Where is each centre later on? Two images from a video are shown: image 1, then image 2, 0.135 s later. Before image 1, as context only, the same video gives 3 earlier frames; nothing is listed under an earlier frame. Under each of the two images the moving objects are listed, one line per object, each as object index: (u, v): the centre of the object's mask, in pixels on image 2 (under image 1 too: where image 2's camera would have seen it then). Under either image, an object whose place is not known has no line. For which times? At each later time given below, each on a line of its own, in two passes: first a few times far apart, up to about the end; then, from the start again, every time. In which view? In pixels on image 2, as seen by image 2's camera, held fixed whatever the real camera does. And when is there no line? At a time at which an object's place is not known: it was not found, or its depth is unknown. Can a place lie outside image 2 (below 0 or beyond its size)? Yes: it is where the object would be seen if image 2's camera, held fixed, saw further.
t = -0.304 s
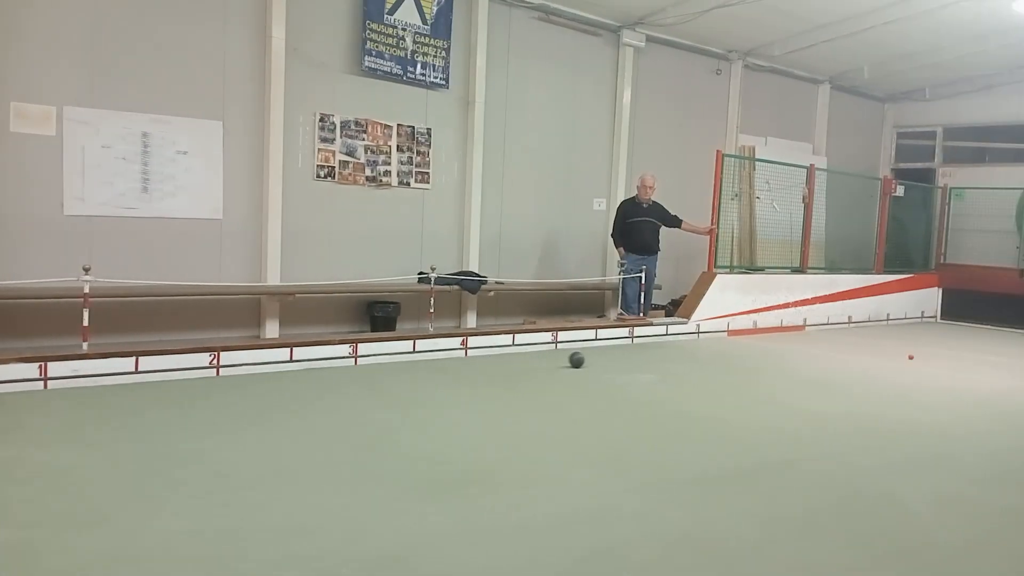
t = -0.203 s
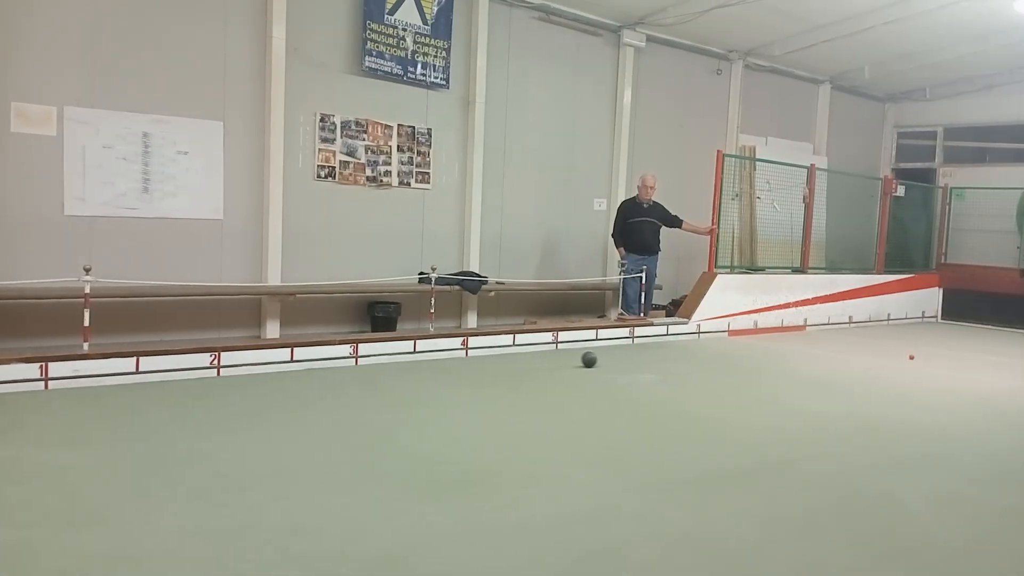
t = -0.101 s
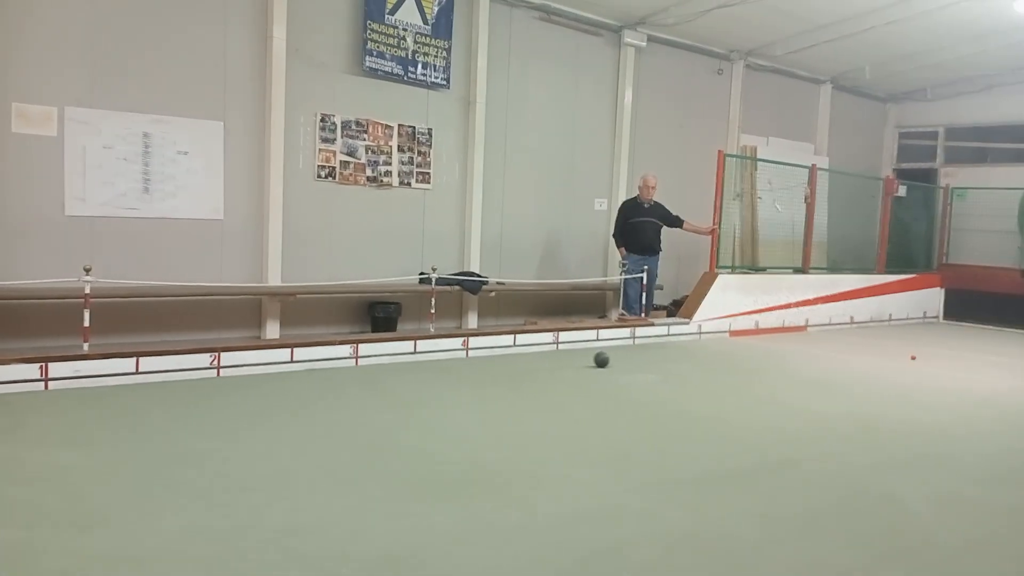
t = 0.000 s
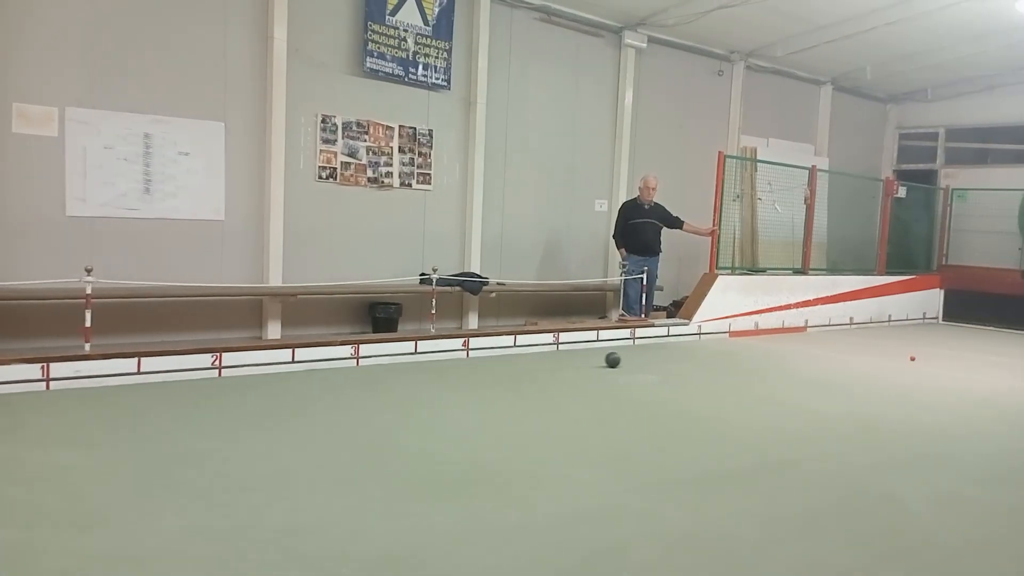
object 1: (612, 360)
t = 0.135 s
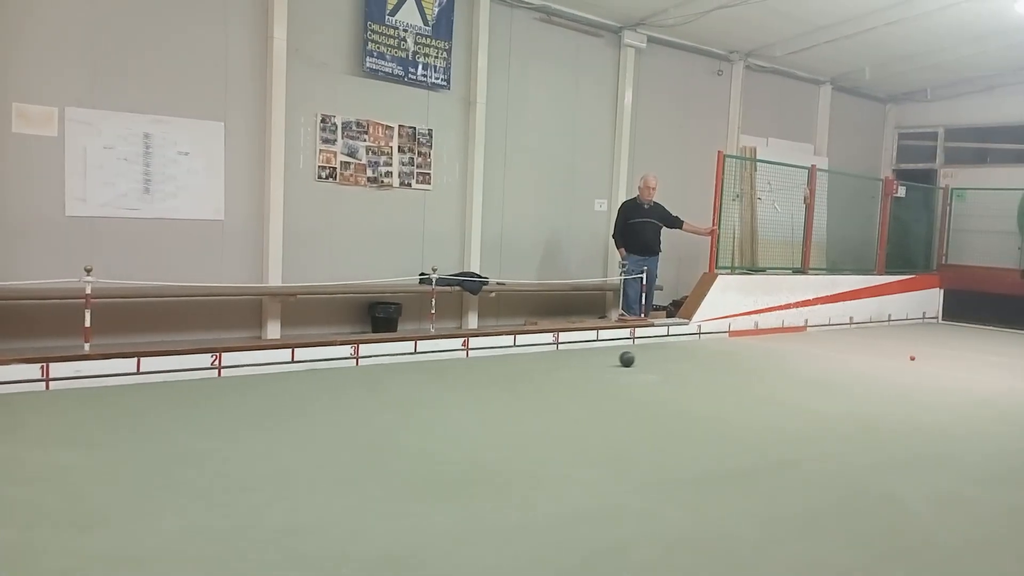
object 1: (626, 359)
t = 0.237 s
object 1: (637, 359)
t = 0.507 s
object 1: (663, 358)
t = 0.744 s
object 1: (685, 357)
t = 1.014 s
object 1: (709, 357)
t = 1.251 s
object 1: (728, 356)
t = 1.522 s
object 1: (748, 355)
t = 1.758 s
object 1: (765, 355)
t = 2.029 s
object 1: (784, 355)
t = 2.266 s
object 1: (799, 354)
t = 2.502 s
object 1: (813, 354)
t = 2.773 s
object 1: (829, 354)
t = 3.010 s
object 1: (842, 354)
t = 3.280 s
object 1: (856, 354)
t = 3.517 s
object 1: (868, 354)
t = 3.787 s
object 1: (880, 353)
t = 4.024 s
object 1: (890, 353)
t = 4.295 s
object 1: (901, 353)
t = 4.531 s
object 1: (909, 353)
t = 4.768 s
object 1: (917, 353)
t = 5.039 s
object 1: (924, 353)
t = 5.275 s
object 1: (930, 353)
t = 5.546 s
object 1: (936, 353)
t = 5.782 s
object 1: (942, 352)
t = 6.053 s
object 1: (944, 352)
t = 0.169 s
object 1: (630, 359)
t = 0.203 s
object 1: (633, 359)
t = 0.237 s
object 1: (637, 359)
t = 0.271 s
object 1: (640, 359)
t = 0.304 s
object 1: (644, 358)
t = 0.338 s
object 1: (647, 358)
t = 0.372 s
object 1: (651, 358)
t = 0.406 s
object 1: (654, 358)
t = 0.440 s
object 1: (657, 358)
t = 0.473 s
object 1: (660, 358)
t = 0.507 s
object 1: (663, 358)
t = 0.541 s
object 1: (667, 358)
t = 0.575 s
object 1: (670, 358)
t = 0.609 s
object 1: (673, 358)
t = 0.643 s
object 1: (676, 358)
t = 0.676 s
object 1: (679, 358)
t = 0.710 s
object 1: (682, 357)
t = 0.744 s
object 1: (685, 357)
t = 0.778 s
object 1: (688, 357)
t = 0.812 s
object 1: (691, 357)
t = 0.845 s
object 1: (694, 357)
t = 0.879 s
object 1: (697, 357)
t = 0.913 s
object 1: (700, 357)
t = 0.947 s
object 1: (703, 357)
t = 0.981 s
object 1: (706, 357)
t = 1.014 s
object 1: (709, 357)
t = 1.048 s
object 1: (712, 356)
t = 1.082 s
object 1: (714, 356)
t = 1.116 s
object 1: (717, 356)
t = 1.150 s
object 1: (720, 356)
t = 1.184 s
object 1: (722, 356)
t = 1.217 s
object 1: (725, 356)
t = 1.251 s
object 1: (728, 356)
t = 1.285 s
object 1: (730, 356)
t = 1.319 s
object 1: (733, 356)
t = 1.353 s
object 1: (735, 356)
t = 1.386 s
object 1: (738, 356)
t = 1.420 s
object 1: (740, 356)
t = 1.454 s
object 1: (743, 356)
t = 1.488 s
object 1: (745, 355)
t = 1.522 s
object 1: (748, 355)
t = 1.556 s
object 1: (750, 355)
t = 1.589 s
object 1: (753, 356)
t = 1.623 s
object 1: (755, 355)
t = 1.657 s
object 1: (758, 355)
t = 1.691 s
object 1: (760, 355)
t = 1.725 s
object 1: (763, 355)
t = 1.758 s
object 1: (765, 355)
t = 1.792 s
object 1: (767, 355)
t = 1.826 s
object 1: (770, 355)
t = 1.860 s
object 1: (772, 355)
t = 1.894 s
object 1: (774, 355)
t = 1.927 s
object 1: (777, 355)
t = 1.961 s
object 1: (779, 355)
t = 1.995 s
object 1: (781, 355)
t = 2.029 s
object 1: (784, 355)
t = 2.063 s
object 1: (786, 355)
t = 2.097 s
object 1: (788, 355)
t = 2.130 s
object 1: (790, 355)
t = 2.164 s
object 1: (792, 355)
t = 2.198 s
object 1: (795, 354)
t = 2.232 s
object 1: (797, 354)
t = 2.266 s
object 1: (799, 354)
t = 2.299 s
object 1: (801, 354)
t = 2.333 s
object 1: (803, 354)
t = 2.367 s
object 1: (805, 354)
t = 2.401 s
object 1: (807, 354)
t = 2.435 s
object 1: (809, 354)
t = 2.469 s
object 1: (811, 354)
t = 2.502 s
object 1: (813, 354)
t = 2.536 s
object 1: (816, 354)
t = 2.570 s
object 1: (818, 354)
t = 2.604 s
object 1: (820, 354)
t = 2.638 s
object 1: (821, 354)
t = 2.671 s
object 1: (823, 354)
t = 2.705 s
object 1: (825, 354)
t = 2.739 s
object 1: (827, 354)
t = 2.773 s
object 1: (829, 354)
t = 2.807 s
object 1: (831, 354)
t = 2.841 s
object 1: (833, 354)
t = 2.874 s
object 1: (835, 354)
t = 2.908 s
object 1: (837, 354)
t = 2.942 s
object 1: (839, 354)
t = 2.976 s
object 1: (840, 354)
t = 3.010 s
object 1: (842, 354)
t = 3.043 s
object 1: (844, 354)
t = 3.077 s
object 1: (846, 354)
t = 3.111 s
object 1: (848, 354)
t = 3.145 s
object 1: (849, 354)
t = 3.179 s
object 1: (851, 354)
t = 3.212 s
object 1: (853, 354)
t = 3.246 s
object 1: (855, 354)
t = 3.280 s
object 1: (856, 354)
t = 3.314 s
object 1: (858, 354)
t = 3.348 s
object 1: (860, 354)
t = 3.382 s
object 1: (861, 354)
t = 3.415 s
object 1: (863, 354)
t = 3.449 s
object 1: (865, 354)
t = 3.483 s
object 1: (866, 354)
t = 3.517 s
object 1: (868, 354)
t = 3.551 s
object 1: (869, 354)
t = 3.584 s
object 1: (871, 354)
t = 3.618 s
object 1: (873, 354)
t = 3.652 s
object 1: (874, 354)
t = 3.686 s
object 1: (875, 354)
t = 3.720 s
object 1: (877, 354)
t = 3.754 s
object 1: (878, 354)
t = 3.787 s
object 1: (880, 353)
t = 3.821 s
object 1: (881, 354)
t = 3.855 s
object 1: (883, 354)
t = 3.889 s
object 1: (884, 354)
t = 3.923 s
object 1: (886, 354)
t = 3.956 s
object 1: (887, 354)
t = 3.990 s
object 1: (889, 354)
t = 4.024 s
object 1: (890, 353)
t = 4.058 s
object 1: (891, 353)
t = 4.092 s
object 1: (893, 354)
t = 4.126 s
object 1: (894, 354)
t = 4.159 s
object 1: (895, 353)
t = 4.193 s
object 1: (897, 353)
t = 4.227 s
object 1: (898, 354)
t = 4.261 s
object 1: (900, 354)
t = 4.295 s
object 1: (901, 353)
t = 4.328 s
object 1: (902, 353)
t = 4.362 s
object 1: (904, 353)
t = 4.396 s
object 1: (905, 354)
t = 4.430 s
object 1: (906, 353)
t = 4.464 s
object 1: (907, 353)
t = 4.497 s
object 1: (908, 353)
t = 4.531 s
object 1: (909, 353)
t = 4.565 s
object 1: (910, 353)
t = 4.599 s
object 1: (912, 353)
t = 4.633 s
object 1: (913, 353)
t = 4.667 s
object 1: (914, 353)
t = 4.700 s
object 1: (915, 353)
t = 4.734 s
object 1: (916, 353)
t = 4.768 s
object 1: (917, 353)
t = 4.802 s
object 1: (918, 353)
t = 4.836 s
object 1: (918, 353)
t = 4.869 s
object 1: (919, 353)
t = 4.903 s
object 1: (920, 353)
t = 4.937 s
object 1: (921, 353)
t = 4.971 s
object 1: (922, 353)
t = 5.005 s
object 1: (923, 353)
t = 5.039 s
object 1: (924, 353)
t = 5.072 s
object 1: (925, 353)
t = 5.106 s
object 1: (926, 353)
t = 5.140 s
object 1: (927, 353)
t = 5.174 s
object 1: (927, 353)
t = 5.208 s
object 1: (928, 353)
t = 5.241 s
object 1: (929, 353)
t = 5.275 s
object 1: (930, 353)
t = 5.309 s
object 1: (931, 353)
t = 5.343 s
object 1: (931, 353)
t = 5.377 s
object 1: (932, 353)
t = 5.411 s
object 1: (933, 353)
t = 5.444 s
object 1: (934, 353)
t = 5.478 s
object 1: (934, 353)
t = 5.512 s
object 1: (936, 353)
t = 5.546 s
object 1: (936, 353)
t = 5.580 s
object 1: (937, 353)
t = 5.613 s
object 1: (938, 353)
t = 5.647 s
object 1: (939, 353)
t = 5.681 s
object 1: (939, 353)
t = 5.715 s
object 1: (940, 352)
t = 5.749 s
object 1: (941, 353)
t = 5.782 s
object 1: (942, 352)
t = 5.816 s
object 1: (942, 353)
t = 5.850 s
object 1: (943, 353)
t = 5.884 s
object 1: (944, 353)
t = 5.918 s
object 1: (944, 353)
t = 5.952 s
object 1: (945, 352)
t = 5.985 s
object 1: (944, 353)
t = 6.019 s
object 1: (945, 352)
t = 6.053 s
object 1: (944, 352)
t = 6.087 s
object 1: (945, 352)
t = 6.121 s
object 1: (946, 353)
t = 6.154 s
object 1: (947, 352)
